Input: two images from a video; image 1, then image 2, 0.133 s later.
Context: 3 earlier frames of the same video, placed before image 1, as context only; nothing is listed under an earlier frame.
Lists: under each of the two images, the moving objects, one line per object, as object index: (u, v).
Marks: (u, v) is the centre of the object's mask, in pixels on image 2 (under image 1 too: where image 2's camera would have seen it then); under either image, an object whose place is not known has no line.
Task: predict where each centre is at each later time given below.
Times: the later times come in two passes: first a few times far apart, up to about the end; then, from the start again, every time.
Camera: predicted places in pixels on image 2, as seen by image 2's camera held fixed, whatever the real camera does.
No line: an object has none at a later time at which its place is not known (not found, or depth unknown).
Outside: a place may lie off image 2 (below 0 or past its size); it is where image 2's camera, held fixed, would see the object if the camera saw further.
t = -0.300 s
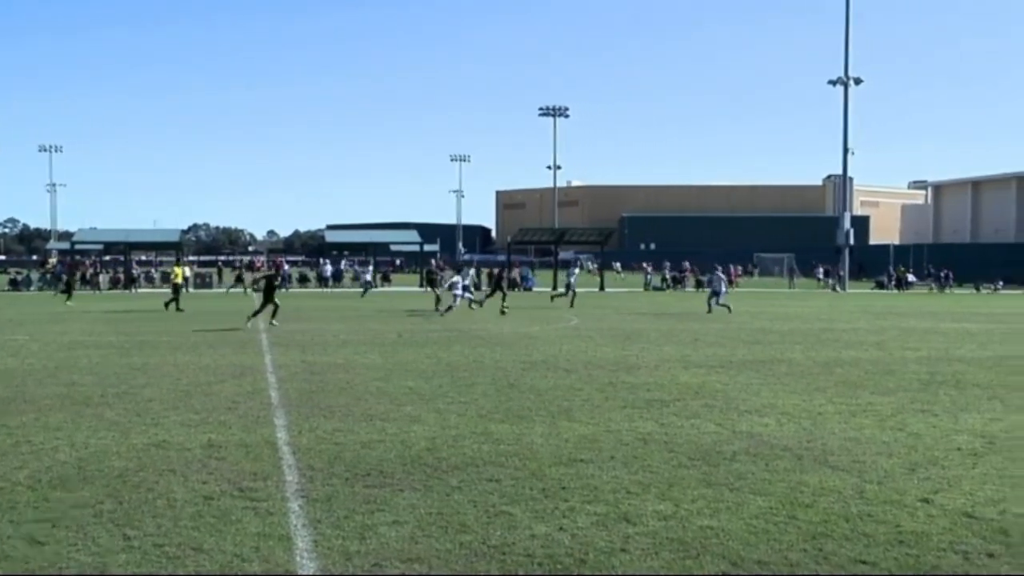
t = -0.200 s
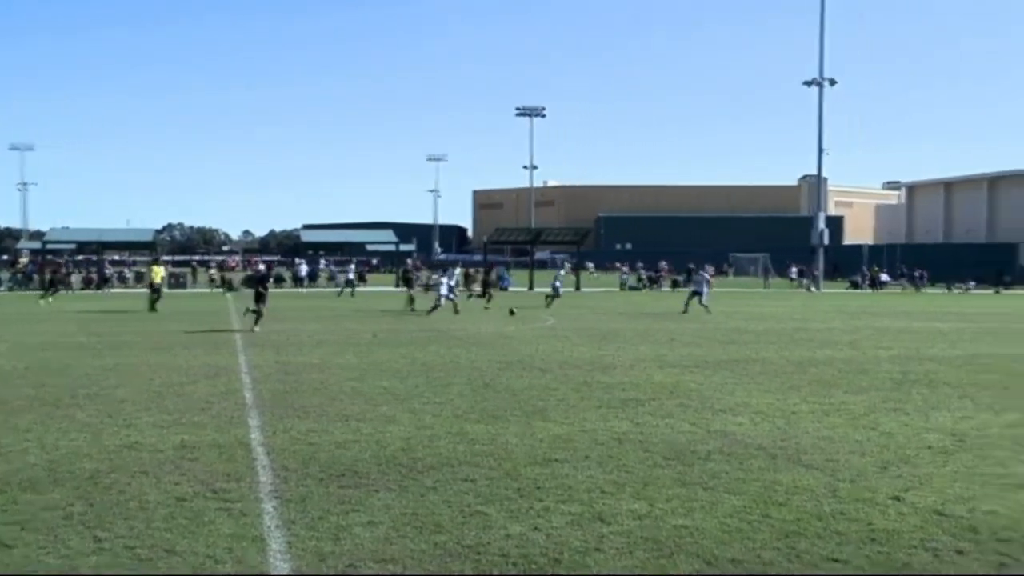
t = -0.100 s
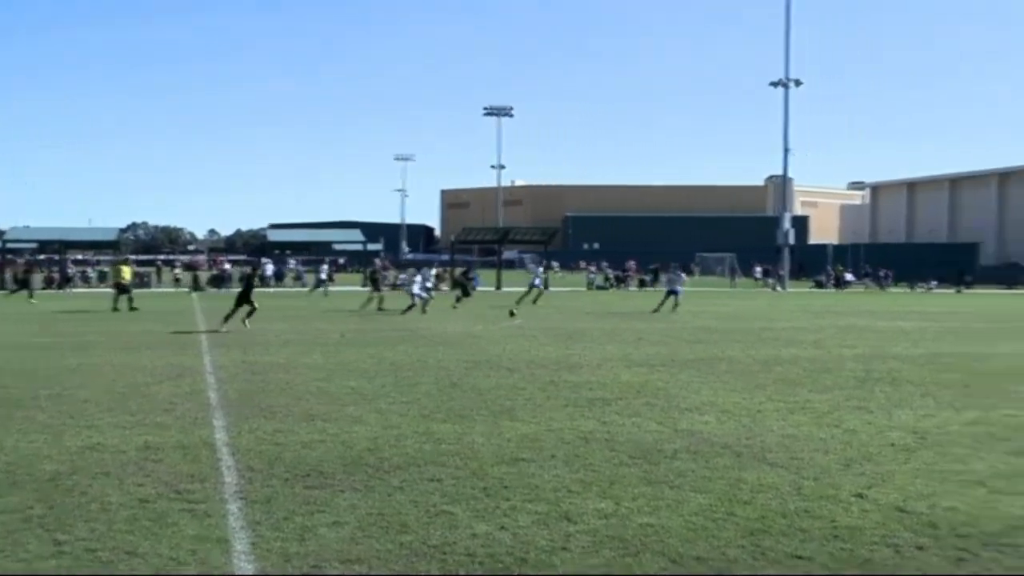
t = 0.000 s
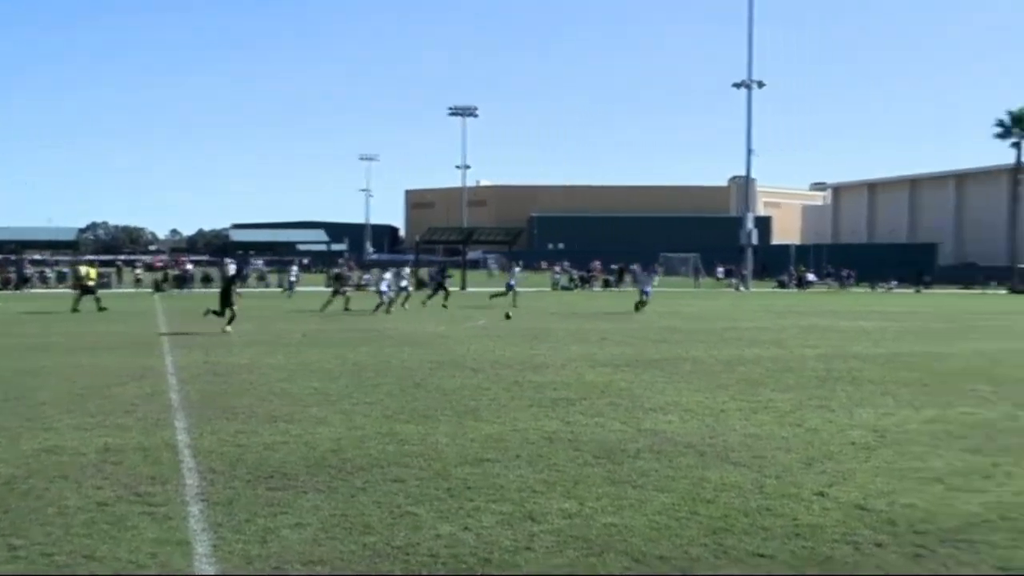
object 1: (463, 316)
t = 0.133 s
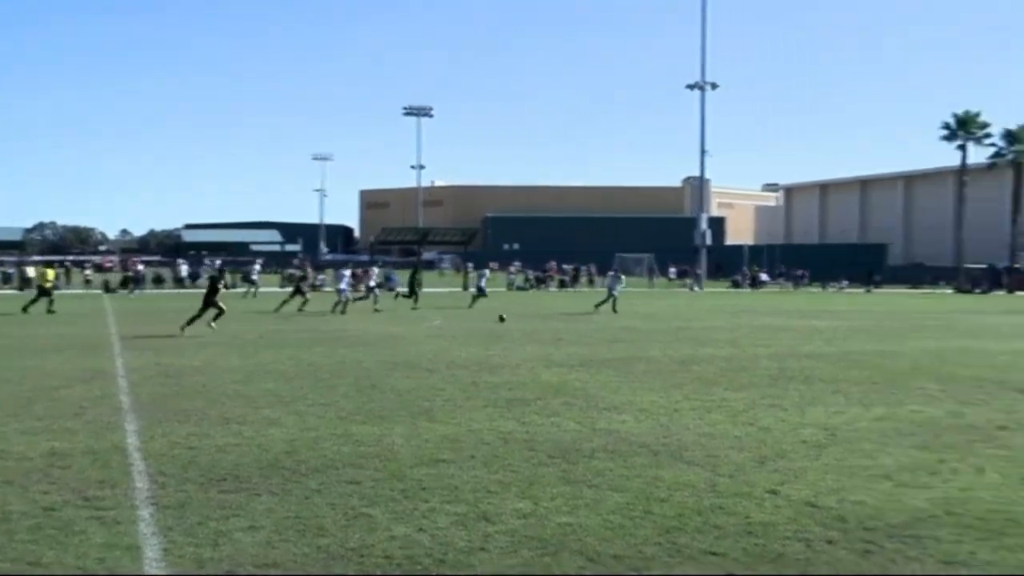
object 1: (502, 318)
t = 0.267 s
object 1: (538, 320)
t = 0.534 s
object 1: (604, 323)
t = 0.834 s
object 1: (680, 326)
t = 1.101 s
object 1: (748, 330)
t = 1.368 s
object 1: (818, 333)
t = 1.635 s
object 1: (888, 337)
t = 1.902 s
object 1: (960, 341)
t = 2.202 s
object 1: (1044, 346)
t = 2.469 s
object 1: (1120, 350)
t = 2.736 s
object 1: (1198, 353)
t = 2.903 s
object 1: (1247, 355)
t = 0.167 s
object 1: (511, 319)
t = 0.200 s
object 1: (520, 319)
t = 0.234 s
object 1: (529, 319)
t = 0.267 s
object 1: (538, 320)
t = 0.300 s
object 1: (546, 320)
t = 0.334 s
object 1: (555, 320)
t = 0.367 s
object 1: (563, 320)
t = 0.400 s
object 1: (571, 320)
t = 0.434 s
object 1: (579, 322)
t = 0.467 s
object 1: (588, 322)
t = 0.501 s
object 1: (596, 322)
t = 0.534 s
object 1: (604, 323)
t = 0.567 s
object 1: (612, 323)
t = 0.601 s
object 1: (621, 324)
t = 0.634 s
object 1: (629, 324)
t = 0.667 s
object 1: (638, 325)
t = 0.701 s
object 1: (646, 325)
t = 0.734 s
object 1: (655, 325)
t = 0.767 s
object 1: (663, 326)
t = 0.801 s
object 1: (672, 326)
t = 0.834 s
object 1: (680, 326)
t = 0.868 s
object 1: (689, 327)
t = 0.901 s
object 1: (697, 328)
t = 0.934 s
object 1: (706, 328)
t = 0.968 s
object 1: (714, 329)
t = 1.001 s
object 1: (723, 330)
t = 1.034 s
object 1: (731, 330)
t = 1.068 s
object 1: (739, 330)
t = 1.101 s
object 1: (748, 330)
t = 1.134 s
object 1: (757, 331)
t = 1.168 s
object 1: (765, 331)
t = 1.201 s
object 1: (774, 332)
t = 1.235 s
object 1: (782, 332)
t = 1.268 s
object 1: (791, 332)
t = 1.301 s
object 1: (800, 333)
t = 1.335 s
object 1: (809, 333)
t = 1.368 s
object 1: (818, 333)
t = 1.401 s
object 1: (826, 334)
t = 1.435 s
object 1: (835, 334)
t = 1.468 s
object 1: (844, 335)
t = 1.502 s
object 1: (853, 335)
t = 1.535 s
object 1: (862, 335)
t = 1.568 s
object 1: (870, 336)
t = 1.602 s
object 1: (879, 337)
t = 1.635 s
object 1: (888, 337)
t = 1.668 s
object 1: (897, 338)
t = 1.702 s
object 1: (906, 338)
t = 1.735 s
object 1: (915, 339)
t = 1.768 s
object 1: (924, 339)
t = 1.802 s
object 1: (933, 339)
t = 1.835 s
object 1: (942, 340)
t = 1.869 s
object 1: (951, 340)
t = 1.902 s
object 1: (960, 341)
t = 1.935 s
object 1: (970, 341)
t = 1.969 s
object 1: (979, 342)
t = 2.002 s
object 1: (988, 343)
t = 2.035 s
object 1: (997, 343)
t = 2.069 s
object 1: (1007, 343)
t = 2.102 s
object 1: (1016, 344)
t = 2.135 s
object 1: (1025, 344)
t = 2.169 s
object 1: (1035, 345)
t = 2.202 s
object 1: (1044, 346)
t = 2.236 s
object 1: (1053, 346)
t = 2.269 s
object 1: (1063, 346)
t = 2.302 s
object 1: (1072, 347)
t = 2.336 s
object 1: (1082, 348)
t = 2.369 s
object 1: (1091, 348)
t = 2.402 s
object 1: (1101, 348)
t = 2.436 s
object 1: (1111, 349)
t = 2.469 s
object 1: (1120, 350)
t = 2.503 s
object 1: (1129, 350)
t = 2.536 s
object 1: (1139, 350)
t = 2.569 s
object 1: (1149, 351)
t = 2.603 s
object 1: (1159, 352)
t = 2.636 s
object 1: (1169, 352)
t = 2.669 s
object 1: (1178, 353)
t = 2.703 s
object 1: (1188, 353)
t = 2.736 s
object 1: (1198, 353)
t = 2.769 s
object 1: (1208, 353)
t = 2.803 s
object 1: (1217, 354)
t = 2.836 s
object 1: (1227, 355)
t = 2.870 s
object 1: (1237, 355)
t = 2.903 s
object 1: (1247, 355)
